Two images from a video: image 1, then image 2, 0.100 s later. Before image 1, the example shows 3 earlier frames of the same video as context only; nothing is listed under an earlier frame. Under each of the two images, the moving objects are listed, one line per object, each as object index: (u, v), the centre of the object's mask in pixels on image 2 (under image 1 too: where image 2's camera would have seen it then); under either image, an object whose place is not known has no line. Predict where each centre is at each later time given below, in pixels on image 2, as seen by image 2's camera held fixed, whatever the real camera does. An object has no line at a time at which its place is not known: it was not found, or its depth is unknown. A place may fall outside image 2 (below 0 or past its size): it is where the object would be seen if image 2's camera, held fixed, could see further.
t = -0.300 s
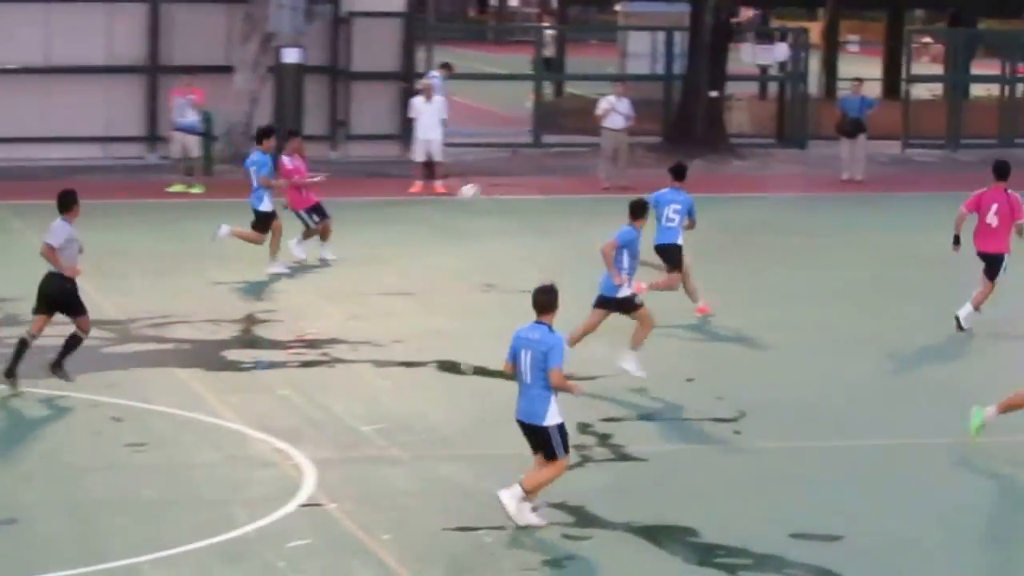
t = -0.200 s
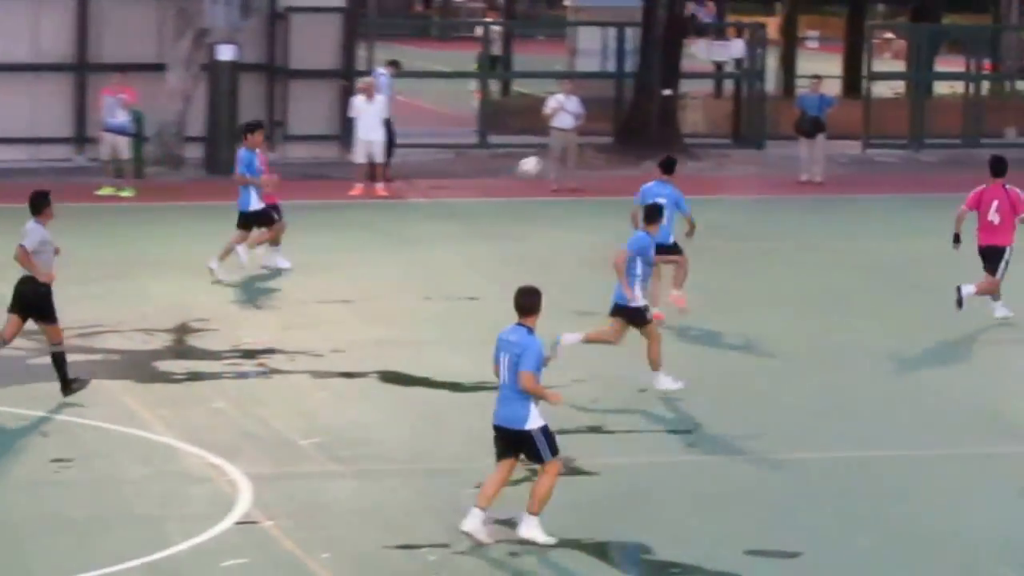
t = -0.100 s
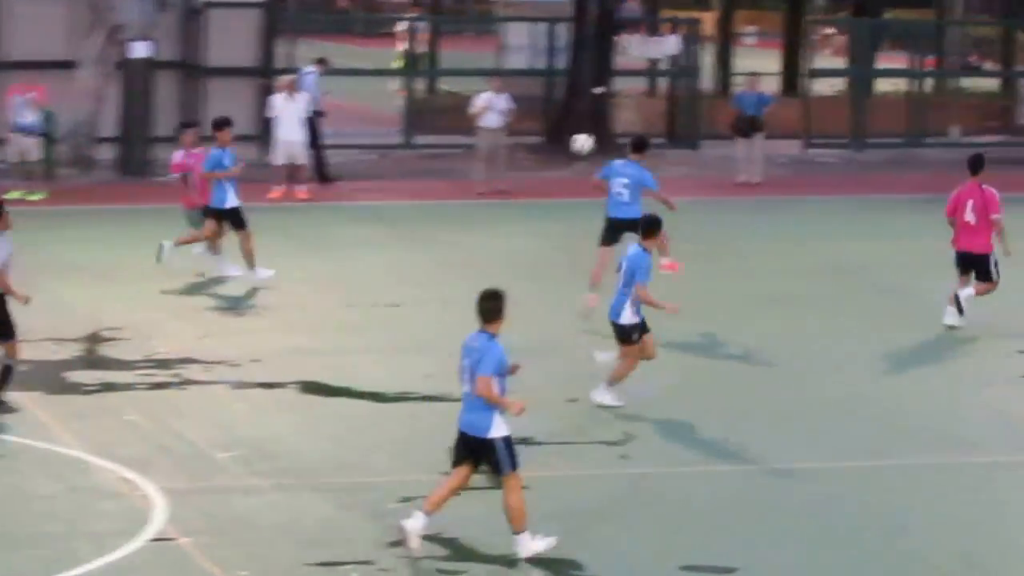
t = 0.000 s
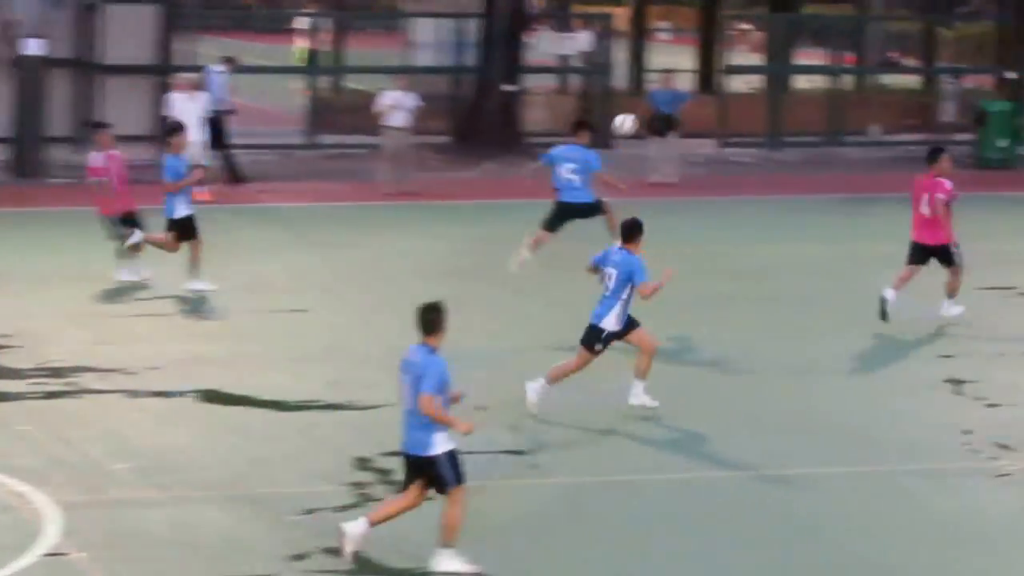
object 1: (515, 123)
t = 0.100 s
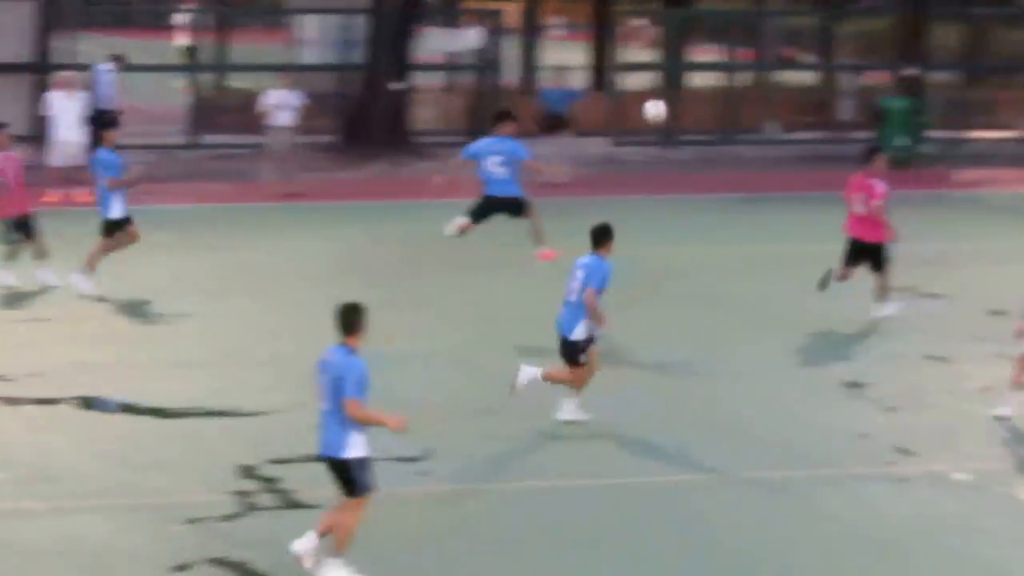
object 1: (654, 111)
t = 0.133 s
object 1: (701, 108)
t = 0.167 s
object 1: (747, 108)
